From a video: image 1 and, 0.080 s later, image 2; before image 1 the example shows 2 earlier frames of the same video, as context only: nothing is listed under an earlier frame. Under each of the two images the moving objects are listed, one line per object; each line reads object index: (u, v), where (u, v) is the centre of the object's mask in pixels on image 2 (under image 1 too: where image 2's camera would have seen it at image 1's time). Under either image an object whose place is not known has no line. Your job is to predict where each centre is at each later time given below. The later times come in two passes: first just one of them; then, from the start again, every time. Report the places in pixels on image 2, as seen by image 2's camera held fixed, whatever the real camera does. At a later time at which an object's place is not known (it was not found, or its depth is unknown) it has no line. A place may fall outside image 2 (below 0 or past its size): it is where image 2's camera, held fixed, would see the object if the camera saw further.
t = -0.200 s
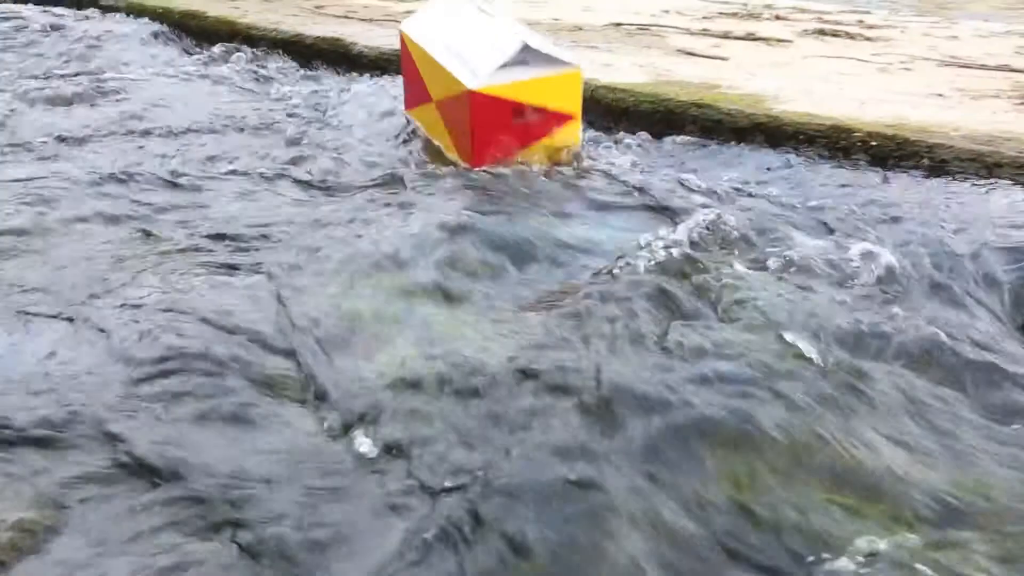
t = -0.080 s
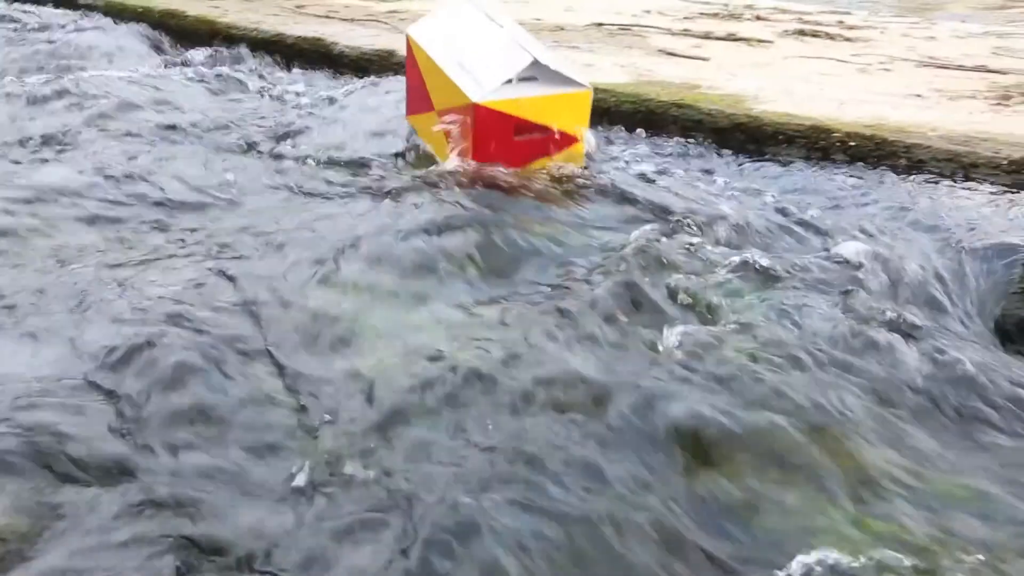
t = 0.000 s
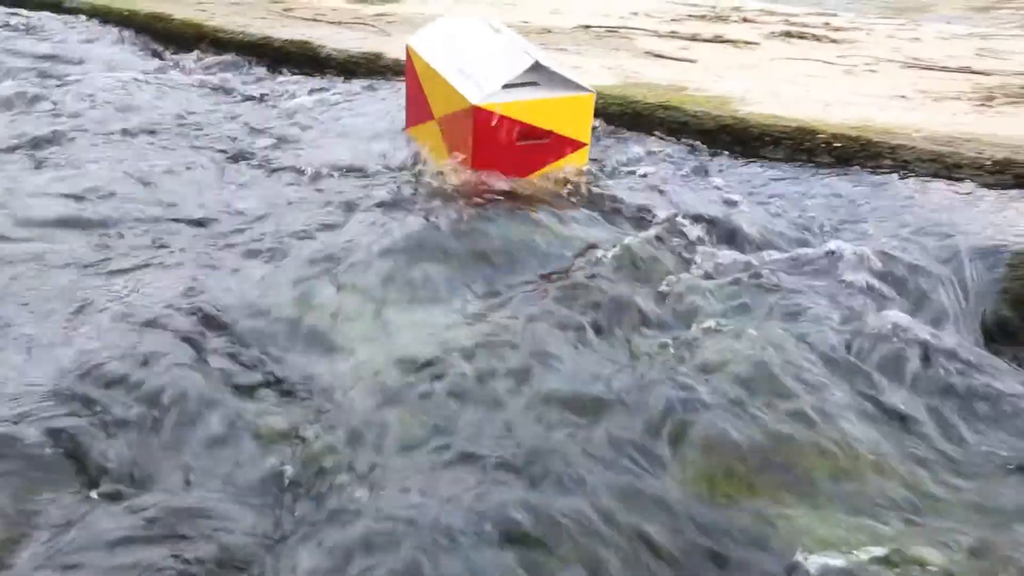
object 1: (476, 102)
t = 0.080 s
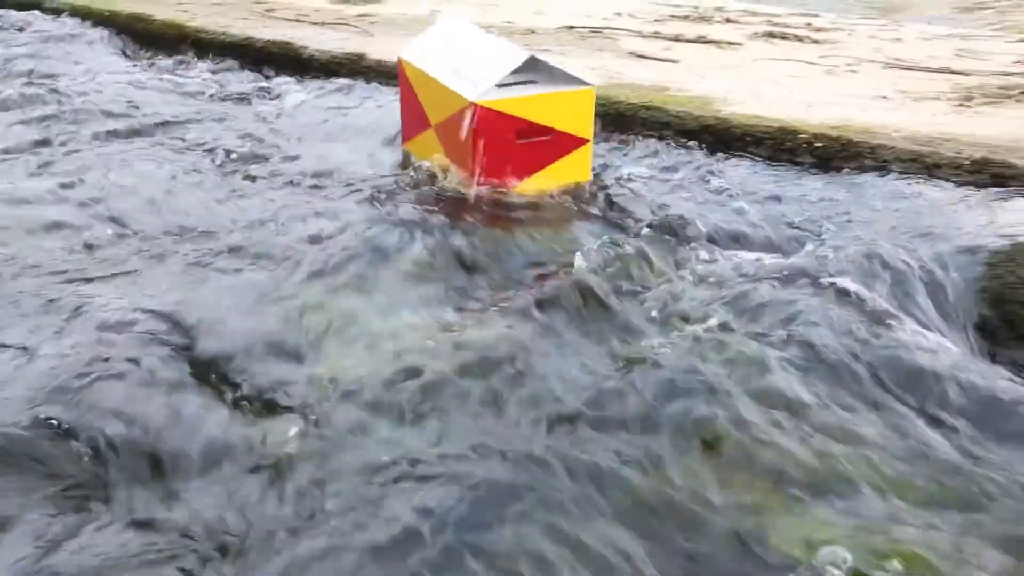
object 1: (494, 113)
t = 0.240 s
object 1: (537, 120)
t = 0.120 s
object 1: (504, 113)
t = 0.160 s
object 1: (515, 116)
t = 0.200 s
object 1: (525, 117)
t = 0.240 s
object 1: (537, 120)
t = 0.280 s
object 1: (548, 122)
